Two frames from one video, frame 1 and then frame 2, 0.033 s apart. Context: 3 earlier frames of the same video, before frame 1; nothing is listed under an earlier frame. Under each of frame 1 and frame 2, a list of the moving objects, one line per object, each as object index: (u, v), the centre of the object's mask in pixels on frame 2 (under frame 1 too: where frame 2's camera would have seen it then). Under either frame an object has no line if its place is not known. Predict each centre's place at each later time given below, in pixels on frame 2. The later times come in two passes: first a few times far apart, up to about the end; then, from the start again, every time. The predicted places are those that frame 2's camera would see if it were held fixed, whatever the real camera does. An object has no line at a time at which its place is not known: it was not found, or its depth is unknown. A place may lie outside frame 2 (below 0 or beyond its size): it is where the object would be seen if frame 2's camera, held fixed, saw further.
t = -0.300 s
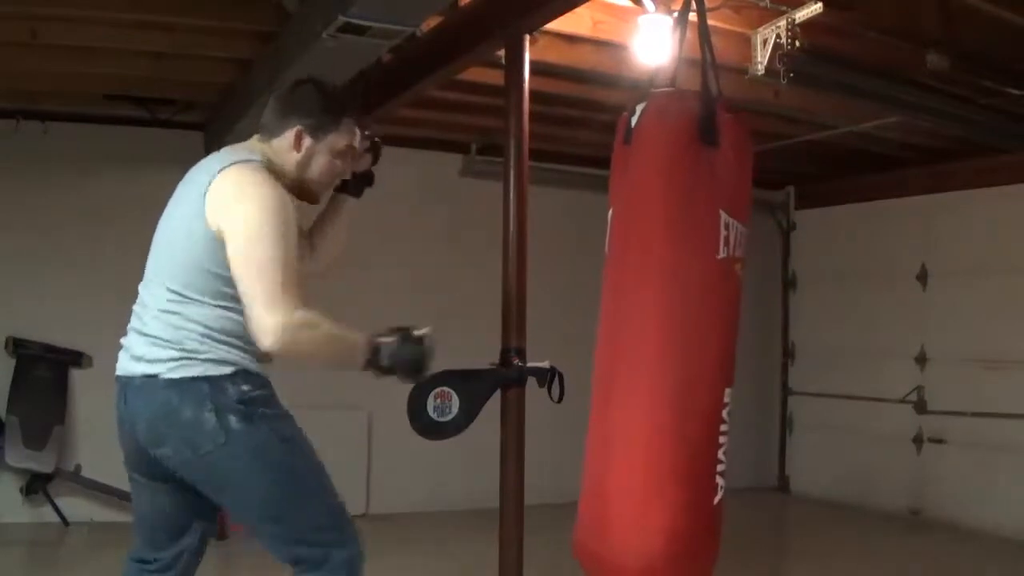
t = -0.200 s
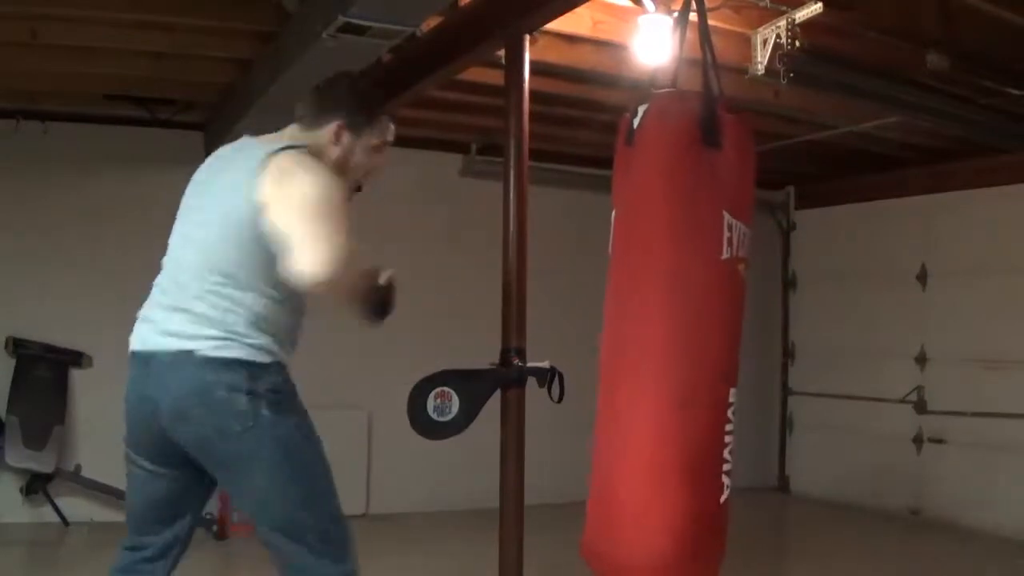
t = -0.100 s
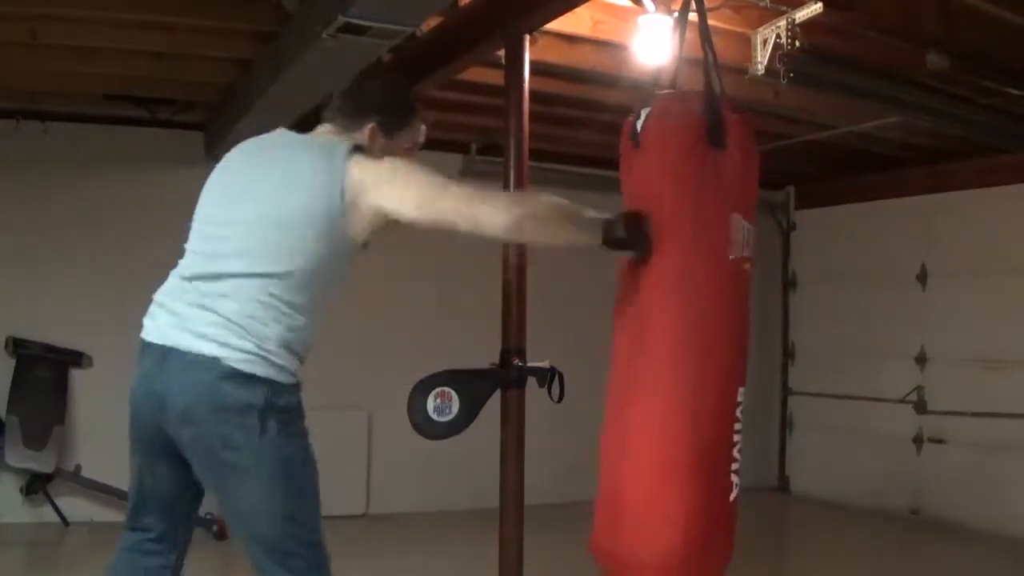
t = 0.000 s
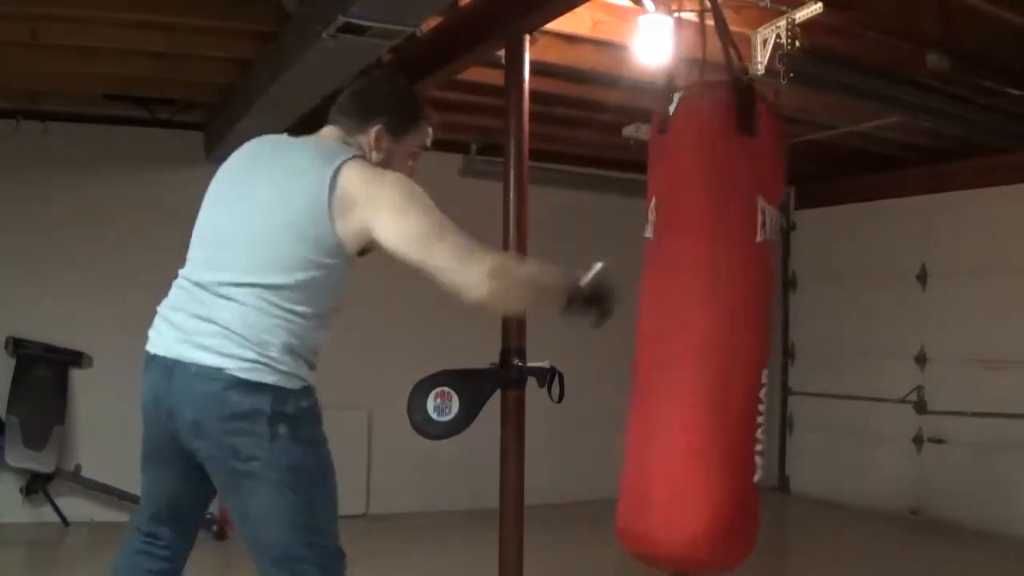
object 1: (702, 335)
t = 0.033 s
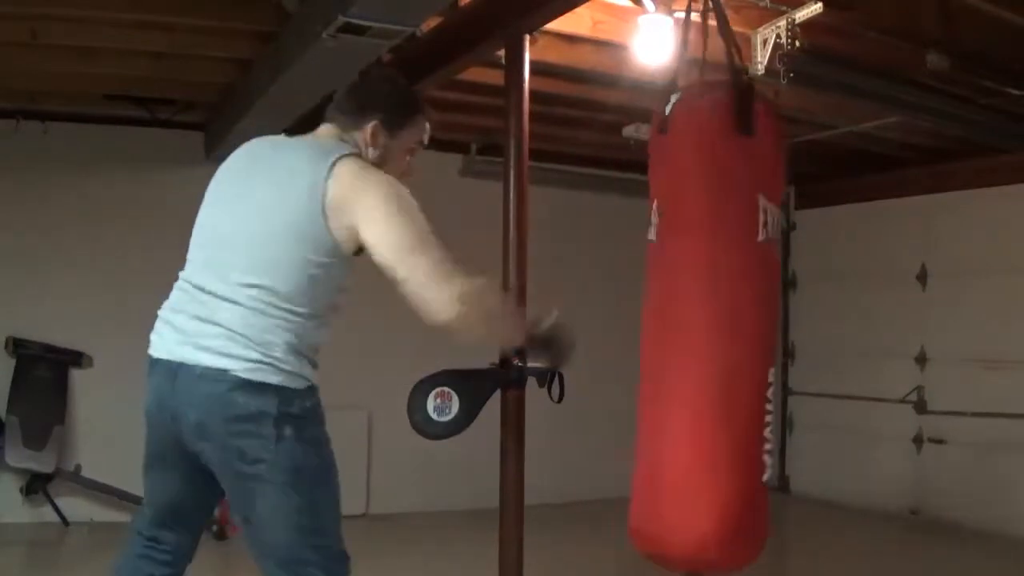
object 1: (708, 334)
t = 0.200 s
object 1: (733, 340)
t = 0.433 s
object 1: (755, 343)
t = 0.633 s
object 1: (751, 343)
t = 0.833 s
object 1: (724, 345)
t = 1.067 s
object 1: (677, 345)
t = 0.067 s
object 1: (713, 338)
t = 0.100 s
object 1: (719, 344)
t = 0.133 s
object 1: (722, 343)
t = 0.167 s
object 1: (727, 343)
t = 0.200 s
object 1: (733, 340)
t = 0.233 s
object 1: (740, 340)
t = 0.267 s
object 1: (743, 342)
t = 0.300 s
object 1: (746, 343)
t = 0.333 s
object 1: (749, 342)
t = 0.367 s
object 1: (752, 342)
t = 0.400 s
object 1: (754, 343)
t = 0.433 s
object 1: (755, 343)
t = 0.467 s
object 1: (756, 341)
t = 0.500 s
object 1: (756, 343)
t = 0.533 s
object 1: (756, 343)
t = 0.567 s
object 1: (754, 342)
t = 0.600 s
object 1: (753, 342)
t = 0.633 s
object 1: (751, 343)
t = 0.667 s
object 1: (747, 344)
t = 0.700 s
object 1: (743, 343)
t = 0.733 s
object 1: (738, 343)
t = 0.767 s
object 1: (734, 344)
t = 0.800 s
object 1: (729, 345)
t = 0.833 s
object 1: (724, 345)
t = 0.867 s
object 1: (718, 345)
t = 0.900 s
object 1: (712, 345)
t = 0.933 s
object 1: (705, 345)
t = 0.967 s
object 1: (698, 345)
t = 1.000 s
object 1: (691, 346)
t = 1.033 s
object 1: (684, 345)
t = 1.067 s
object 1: (677, 345)
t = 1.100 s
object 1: (670, 346)
